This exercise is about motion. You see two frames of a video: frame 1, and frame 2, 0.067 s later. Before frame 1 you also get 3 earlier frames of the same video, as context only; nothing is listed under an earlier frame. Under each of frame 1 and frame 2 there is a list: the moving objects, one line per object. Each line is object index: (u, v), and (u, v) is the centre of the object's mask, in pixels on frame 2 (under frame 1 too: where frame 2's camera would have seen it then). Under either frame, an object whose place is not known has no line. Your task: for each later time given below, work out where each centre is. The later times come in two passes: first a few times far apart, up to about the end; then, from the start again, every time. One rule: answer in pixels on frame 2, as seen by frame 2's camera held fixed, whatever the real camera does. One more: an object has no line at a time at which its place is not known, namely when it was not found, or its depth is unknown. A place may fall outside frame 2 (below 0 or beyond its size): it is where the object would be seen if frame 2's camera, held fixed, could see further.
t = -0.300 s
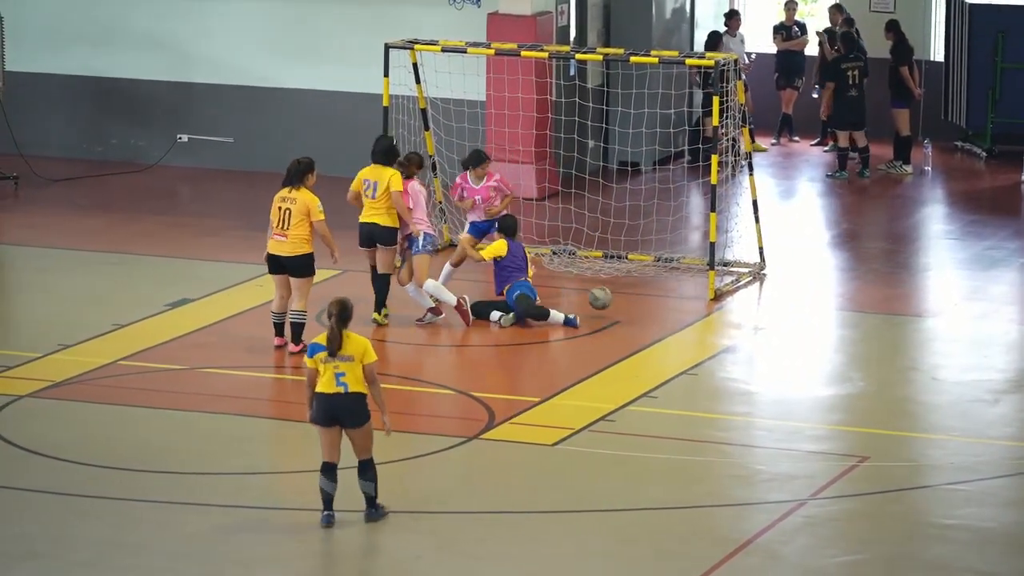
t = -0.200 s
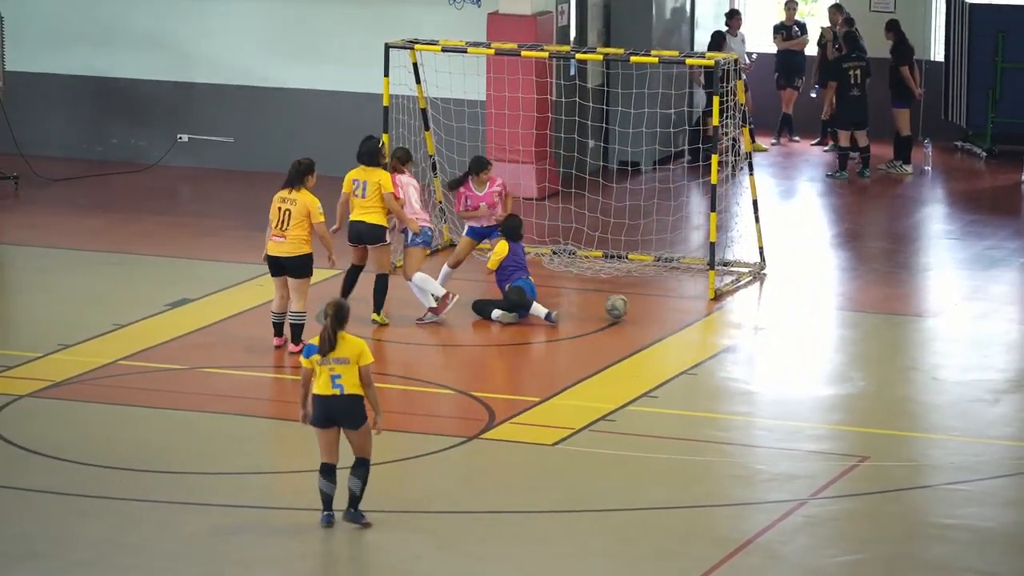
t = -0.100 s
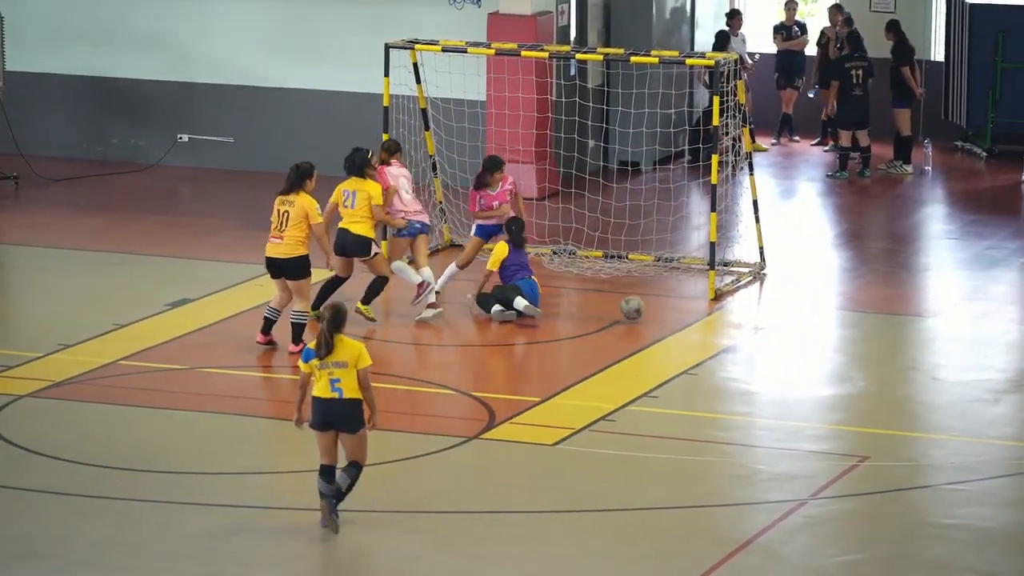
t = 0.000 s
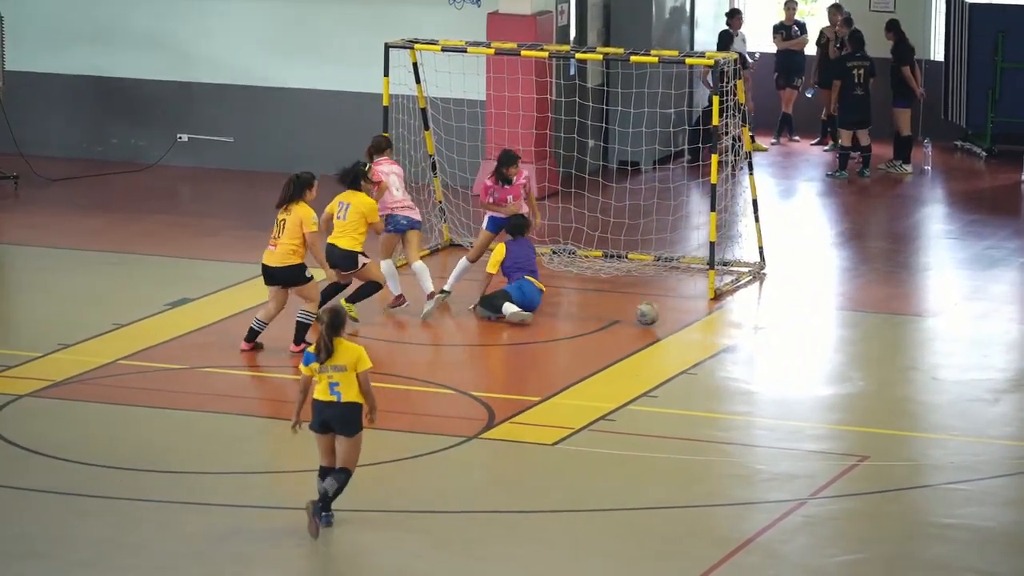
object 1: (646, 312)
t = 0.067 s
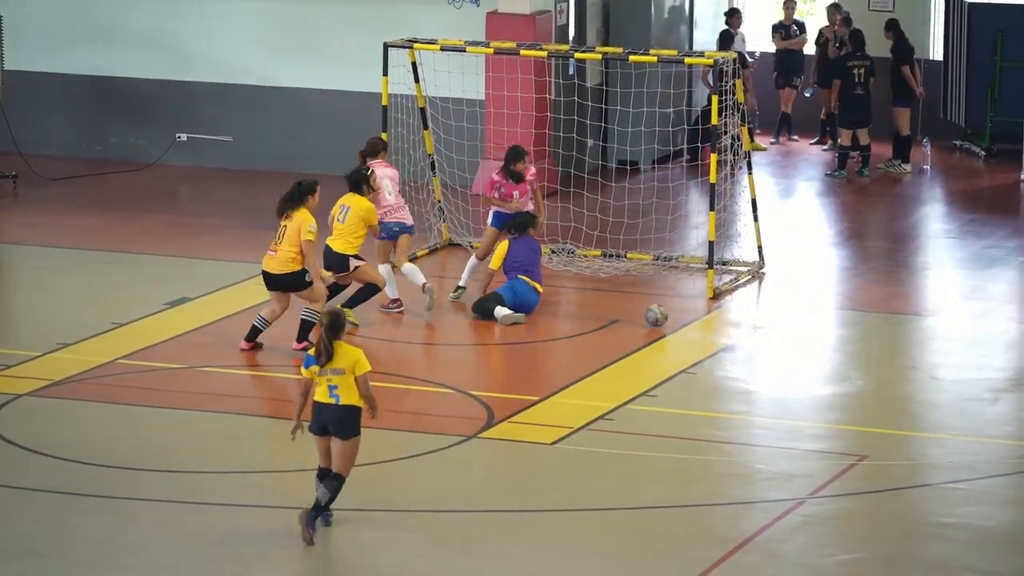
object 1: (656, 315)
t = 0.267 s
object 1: (687, 323)
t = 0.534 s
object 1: (730, 331)
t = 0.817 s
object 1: (777, 339)
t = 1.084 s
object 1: (822, 348)
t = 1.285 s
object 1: (856, 355)
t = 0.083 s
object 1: (658, 317)
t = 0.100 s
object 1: (661, 317)
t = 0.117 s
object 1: (663, 318)
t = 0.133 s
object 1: (666, 319)
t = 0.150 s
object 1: (669, 320)
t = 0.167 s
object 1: (671, 320)
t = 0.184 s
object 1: (673, 320)
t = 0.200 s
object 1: (676, 322)
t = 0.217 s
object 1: (678, 322)
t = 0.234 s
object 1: (681, 323)
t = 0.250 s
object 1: (684, 322)
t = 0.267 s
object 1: (687, 323)
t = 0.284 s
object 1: (689, 323)
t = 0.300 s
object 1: (692, 324)
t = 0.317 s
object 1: (694, 324)
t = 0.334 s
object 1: (697, 325)
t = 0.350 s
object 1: (700, 325)
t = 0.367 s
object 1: (703, 326)
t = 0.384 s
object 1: (706, 326)
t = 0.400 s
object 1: (708, 327)
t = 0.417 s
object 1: (711, 327)
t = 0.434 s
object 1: (713, 328)
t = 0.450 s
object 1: (716, 328)
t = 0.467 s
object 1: (719, 329)
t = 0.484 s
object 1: (721, 329)
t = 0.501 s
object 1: (724, 330)
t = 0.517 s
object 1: (727, 330)
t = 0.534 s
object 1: (730, 331)
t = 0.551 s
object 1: (732, 331)
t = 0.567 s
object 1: (735, 332)
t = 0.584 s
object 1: (738, 332)
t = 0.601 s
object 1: (741, 333)
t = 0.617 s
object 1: (743, 333)
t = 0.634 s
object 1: (746, 334)
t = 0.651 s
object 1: (749, 334)
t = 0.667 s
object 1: (752, 335)
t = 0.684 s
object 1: (755, 335)
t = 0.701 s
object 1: (757, 336)
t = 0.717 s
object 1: (760, 336)
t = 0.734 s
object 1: (763, 337)
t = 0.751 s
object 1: (766, 337)
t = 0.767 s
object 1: (769, 338)
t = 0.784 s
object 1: (771, 338)
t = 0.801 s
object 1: (774, 339)
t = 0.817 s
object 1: (777, 339)
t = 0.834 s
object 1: (780, 340)
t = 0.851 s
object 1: (783, 341)
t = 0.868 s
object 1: (785, 341)
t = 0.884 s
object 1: (788, 342)
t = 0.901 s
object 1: (791, 342)
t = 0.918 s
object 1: (794, 343)
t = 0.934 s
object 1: (797, 343)
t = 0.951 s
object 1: (799, 344)
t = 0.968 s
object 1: (802, 344)
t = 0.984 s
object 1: (805, 345)
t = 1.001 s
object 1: (808, 345)
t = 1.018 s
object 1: (811, 346)
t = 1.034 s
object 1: (814, 346)
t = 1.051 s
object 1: (817, 347)
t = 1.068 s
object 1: (819, 348)
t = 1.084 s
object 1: (822, 348)
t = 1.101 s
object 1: (825, 349)
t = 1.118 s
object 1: (828, 349)
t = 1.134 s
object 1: (831, 350)
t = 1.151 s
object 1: (833, 350)
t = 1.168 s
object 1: (836, 350)
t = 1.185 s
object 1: (839, 351)
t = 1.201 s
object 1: (842, 352)
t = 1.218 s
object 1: (844, 352)
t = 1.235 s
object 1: (847, 353)
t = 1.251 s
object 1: (850, 353)
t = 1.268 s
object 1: (853, 354)
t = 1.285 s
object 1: (856, 355)
